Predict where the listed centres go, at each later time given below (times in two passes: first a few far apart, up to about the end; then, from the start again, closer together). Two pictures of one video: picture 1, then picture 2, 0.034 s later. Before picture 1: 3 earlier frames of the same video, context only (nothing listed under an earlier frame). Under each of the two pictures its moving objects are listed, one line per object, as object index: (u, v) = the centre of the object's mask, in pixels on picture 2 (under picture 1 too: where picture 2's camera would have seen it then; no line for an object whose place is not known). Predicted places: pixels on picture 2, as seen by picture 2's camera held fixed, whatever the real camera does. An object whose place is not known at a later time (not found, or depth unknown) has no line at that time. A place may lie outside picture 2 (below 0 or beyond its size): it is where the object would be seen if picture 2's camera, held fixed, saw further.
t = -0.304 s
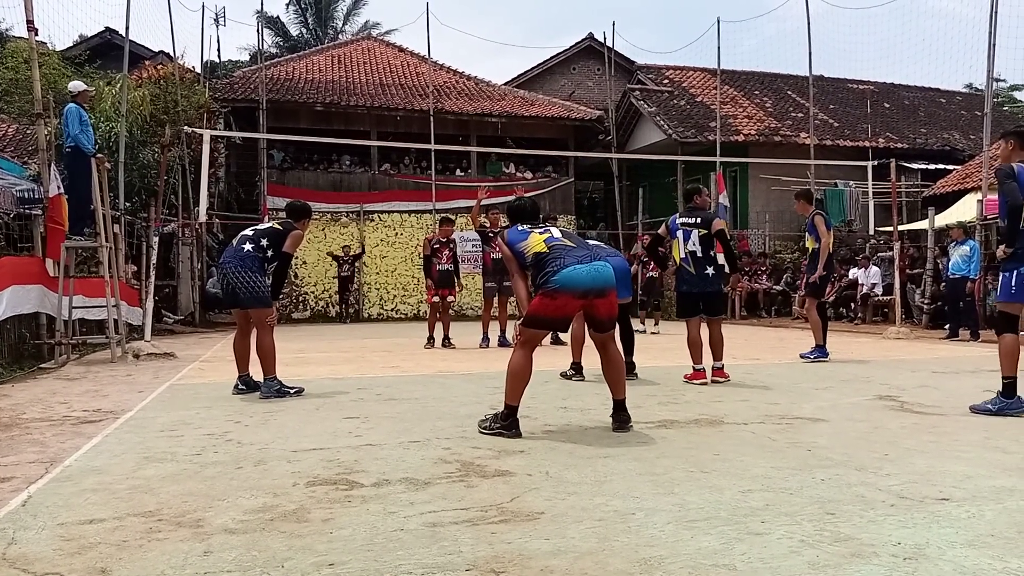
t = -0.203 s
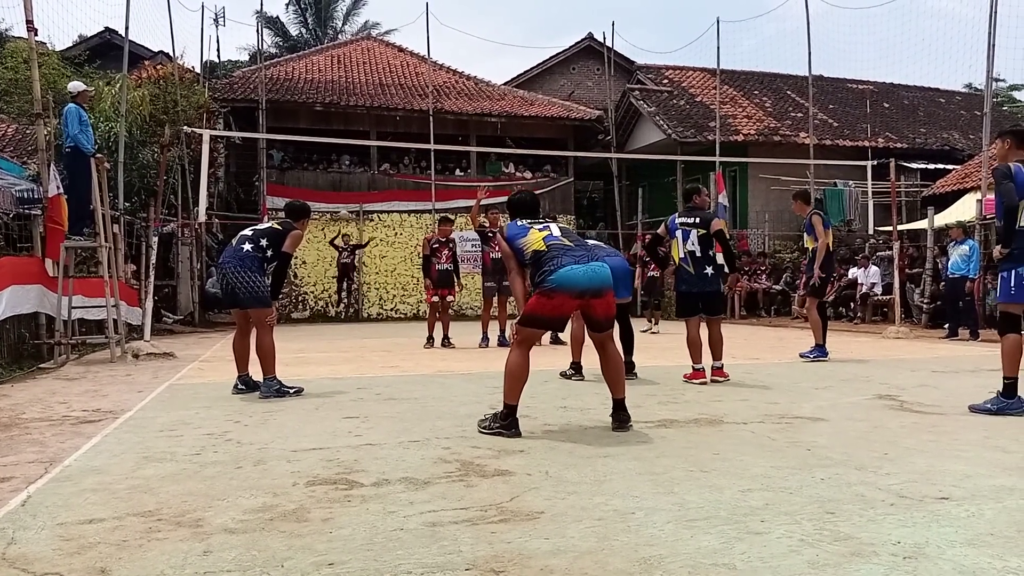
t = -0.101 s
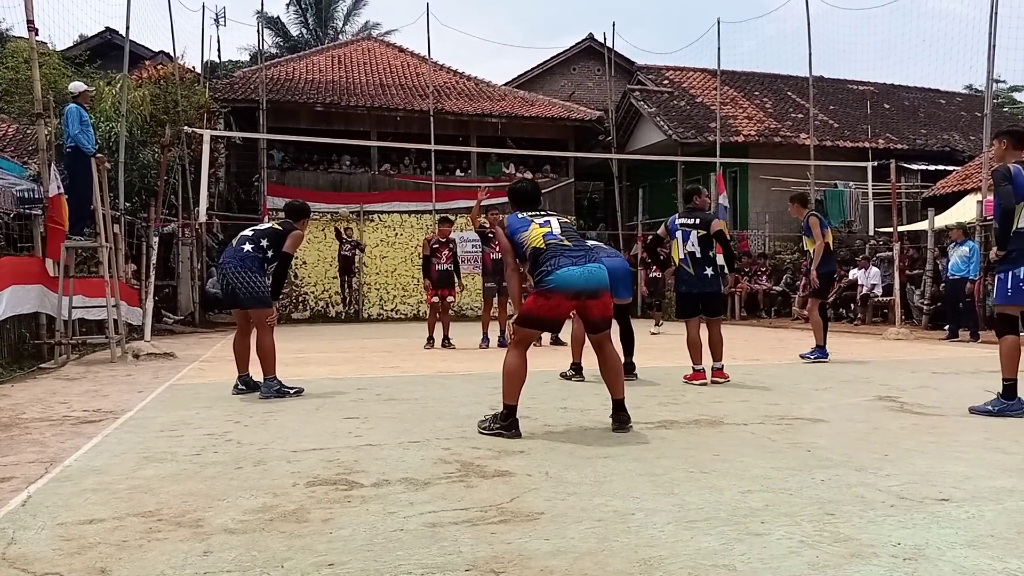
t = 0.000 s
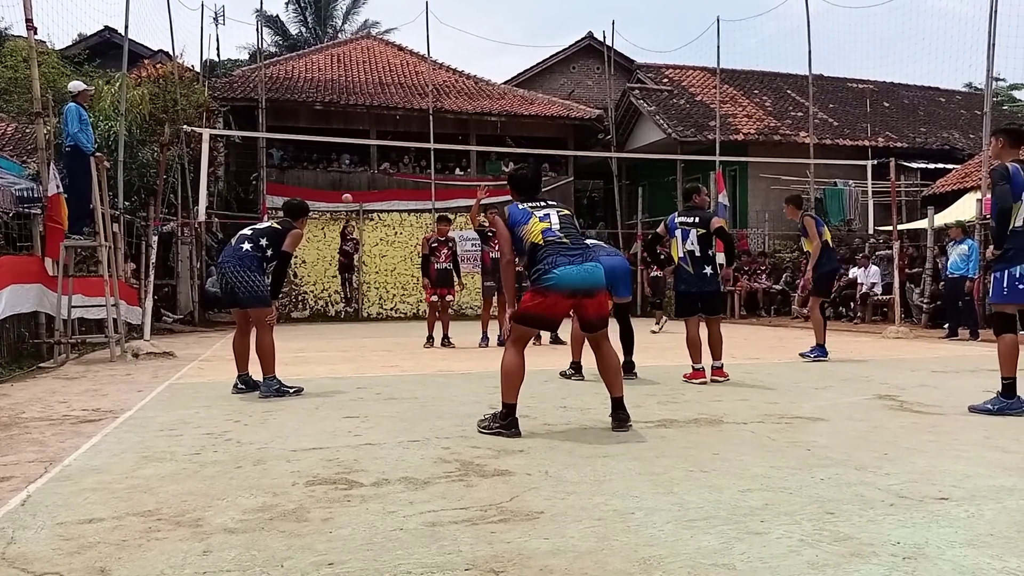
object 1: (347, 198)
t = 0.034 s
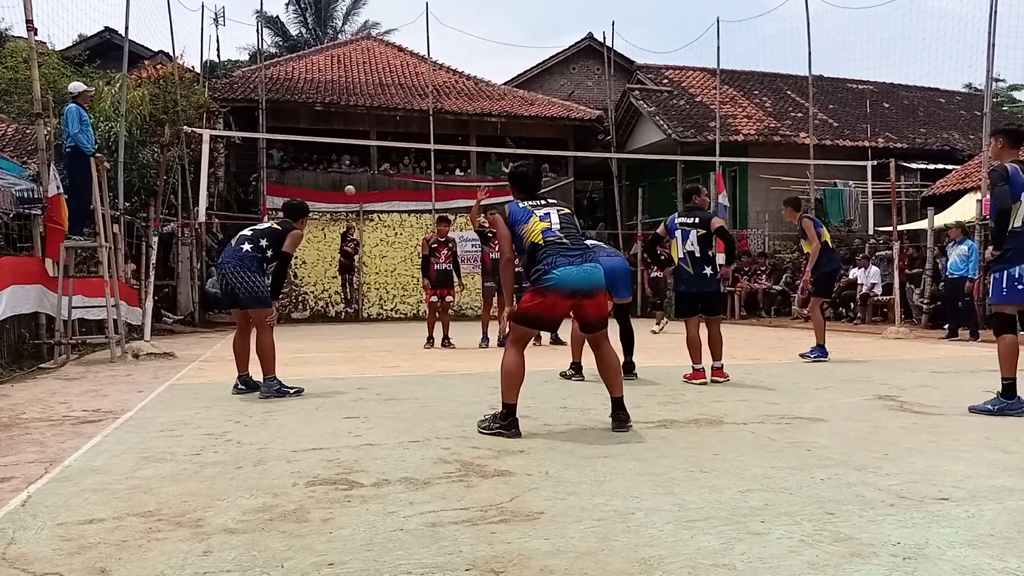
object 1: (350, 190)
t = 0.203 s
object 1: (365, 148)
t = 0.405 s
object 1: (386, 99)
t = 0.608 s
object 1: (416, 63)
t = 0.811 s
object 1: (468, 62)
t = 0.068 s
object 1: (353, 182)
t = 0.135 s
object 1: (359, 165)
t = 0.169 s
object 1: (362, 156)
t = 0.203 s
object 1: (365, 148)
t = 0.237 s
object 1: (368, 137)
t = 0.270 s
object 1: (371, 131)
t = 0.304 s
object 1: (375, 122)
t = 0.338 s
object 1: (378, 114)
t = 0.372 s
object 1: (382, 106)
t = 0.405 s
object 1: (386, 99)
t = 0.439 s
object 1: (390, 91)
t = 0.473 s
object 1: (395, 85)
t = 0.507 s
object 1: (399, 78)
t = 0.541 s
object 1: (404, 73)
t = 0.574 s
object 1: (409, 67)
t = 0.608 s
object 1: (416, 63)
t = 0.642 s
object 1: (423, 60)
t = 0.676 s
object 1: (430, 58)
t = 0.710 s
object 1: (438, 57)
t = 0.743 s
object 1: (447, 57)
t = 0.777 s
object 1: (457, 58)
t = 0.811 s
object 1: (468, 62)
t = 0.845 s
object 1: (480, 66)
